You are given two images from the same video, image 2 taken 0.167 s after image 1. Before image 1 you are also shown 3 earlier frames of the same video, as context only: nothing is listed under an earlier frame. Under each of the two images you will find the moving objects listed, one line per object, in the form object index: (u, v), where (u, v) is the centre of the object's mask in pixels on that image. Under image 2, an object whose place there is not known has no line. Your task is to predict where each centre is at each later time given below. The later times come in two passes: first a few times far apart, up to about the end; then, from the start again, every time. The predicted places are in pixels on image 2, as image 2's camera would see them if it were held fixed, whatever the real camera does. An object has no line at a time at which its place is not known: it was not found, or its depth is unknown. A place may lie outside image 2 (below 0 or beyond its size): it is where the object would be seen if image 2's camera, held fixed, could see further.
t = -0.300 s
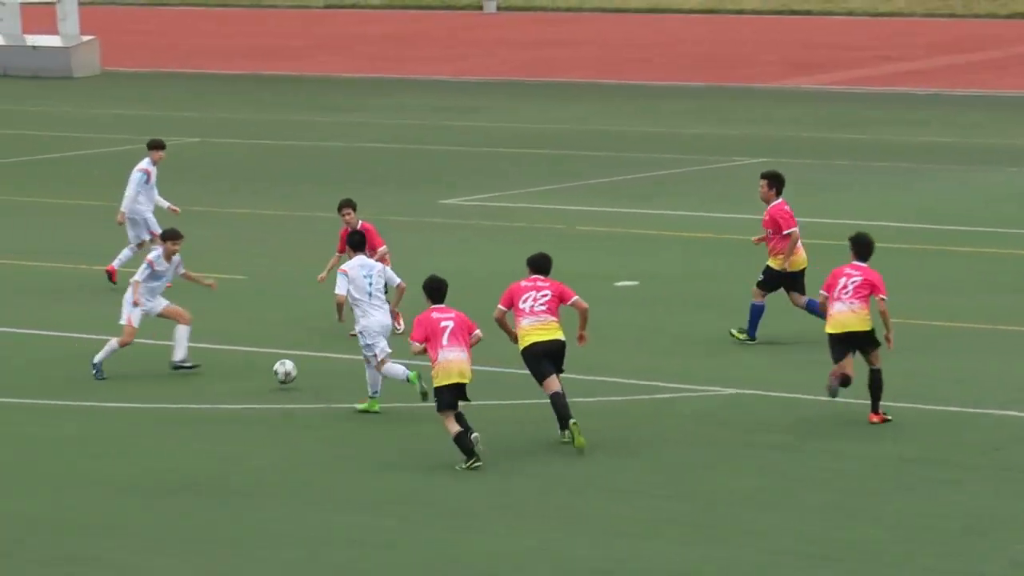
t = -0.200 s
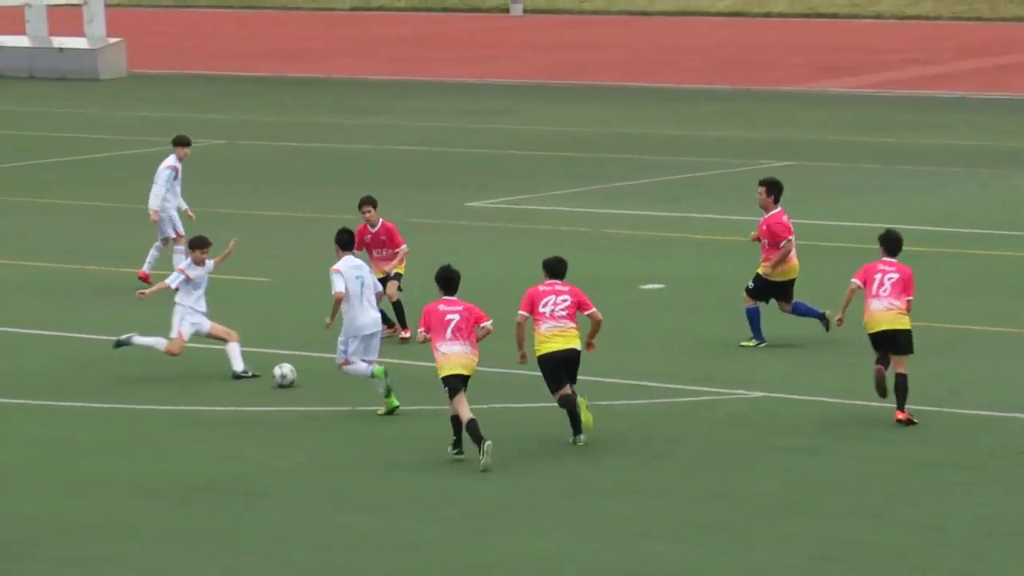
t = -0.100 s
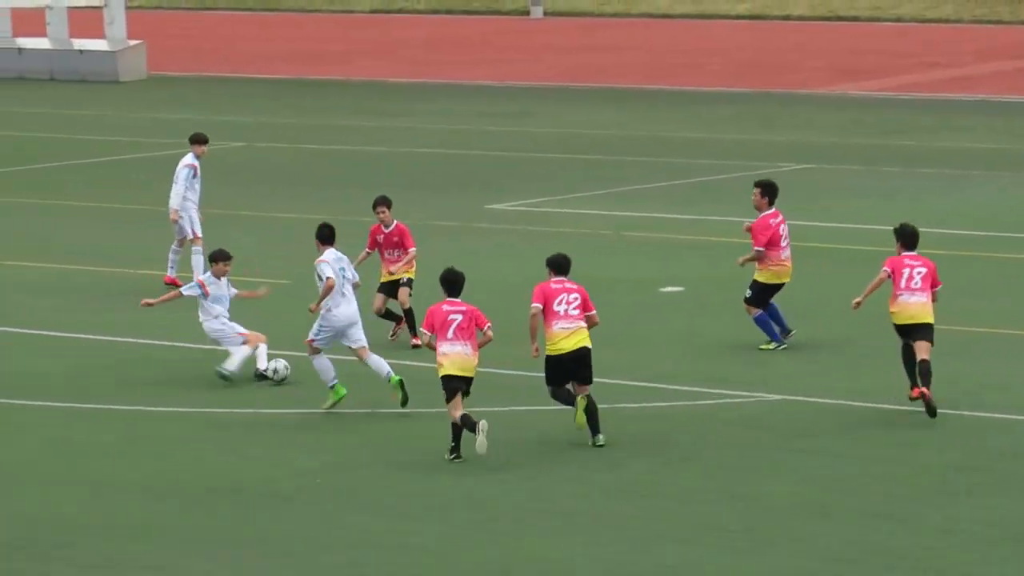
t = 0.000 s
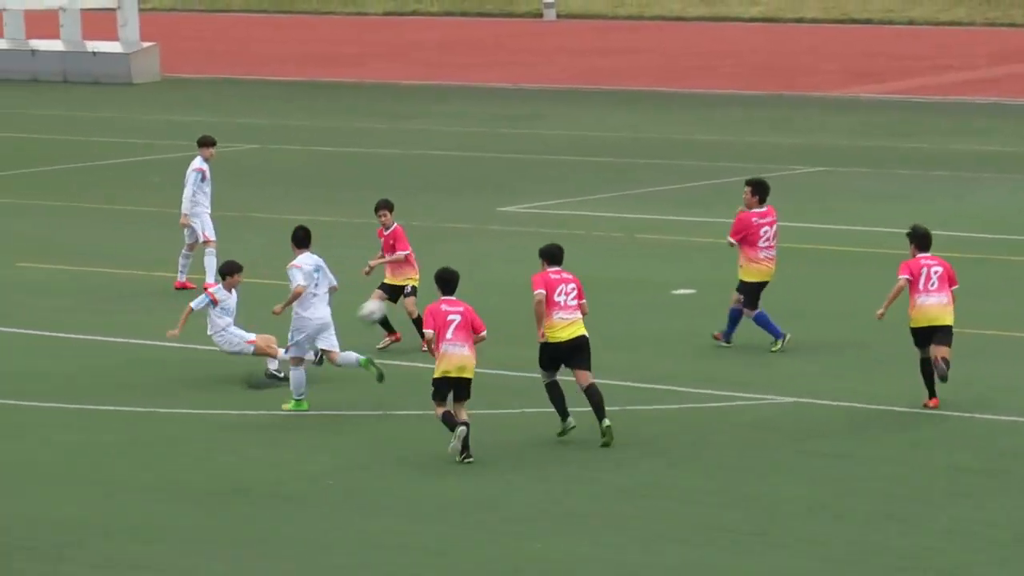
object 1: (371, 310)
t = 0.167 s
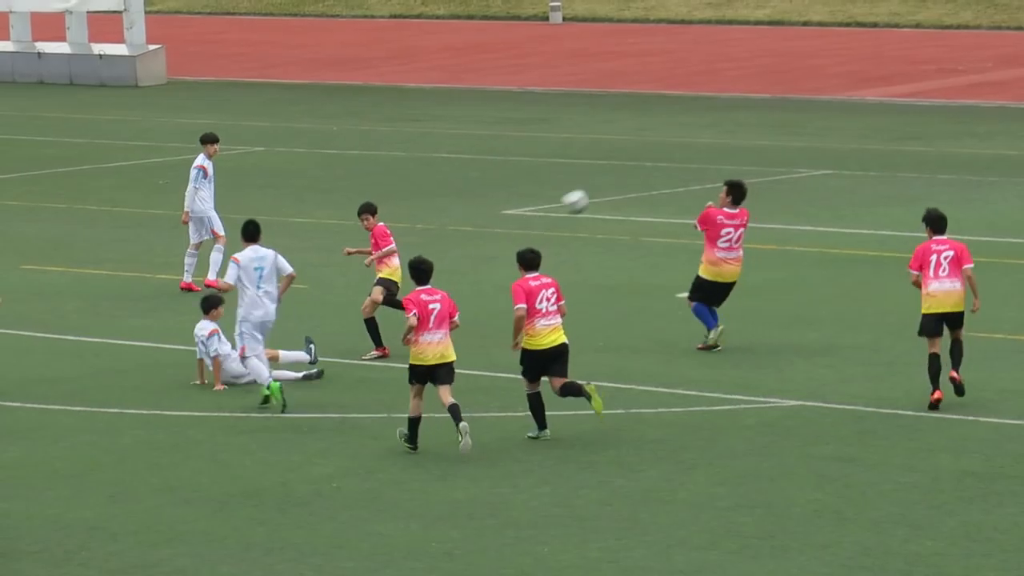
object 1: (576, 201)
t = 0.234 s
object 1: (652, 165)
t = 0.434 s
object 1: (873, 86)
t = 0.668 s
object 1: (1121, 41)
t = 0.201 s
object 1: (614, 182)
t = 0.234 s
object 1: (652, 165)
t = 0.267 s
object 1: (689, 148)
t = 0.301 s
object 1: (727, 134)
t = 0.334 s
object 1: (764, 120)
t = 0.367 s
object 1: (801, 107)
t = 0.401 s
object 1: (837, 95)
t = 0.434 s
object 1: (873, 86)
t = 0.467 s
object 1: (908, 76)
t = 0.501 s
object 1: (943, 68)
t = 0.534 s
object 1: (979, 61)
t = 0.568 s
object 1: (1013, 55)
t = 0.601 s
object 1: (1046, 49)
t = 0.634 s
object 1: (1083, 45)
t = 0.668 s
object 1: (1121, 41)
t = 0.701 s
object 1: (1154, 40)
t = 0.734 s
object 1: (1190, 38)
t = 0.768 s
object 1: (1226, 38)
